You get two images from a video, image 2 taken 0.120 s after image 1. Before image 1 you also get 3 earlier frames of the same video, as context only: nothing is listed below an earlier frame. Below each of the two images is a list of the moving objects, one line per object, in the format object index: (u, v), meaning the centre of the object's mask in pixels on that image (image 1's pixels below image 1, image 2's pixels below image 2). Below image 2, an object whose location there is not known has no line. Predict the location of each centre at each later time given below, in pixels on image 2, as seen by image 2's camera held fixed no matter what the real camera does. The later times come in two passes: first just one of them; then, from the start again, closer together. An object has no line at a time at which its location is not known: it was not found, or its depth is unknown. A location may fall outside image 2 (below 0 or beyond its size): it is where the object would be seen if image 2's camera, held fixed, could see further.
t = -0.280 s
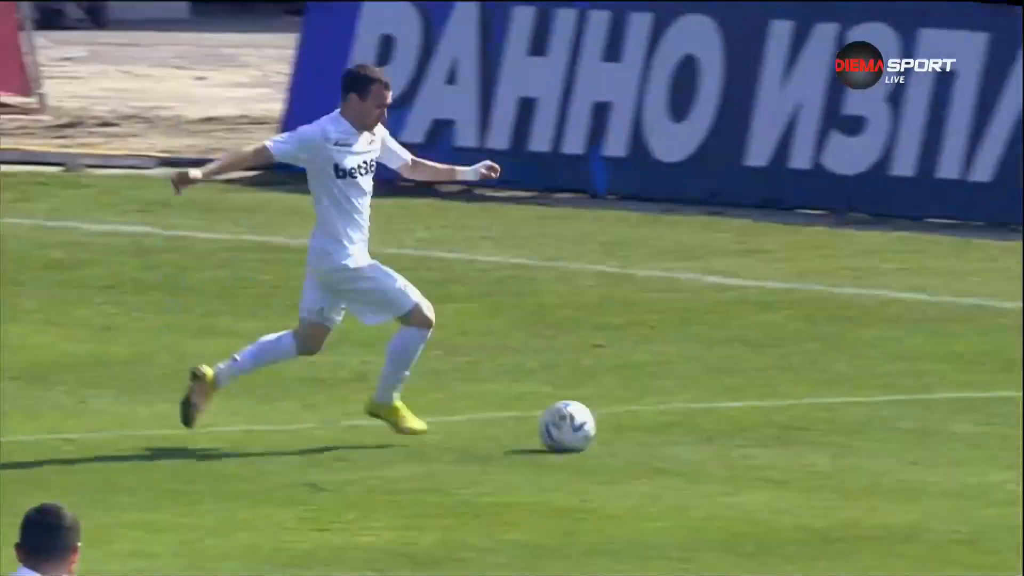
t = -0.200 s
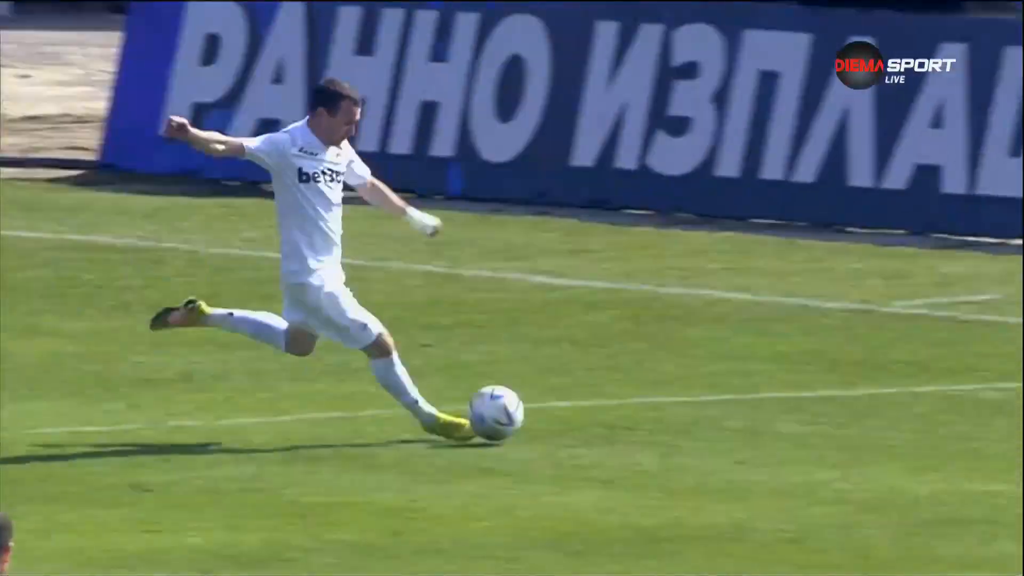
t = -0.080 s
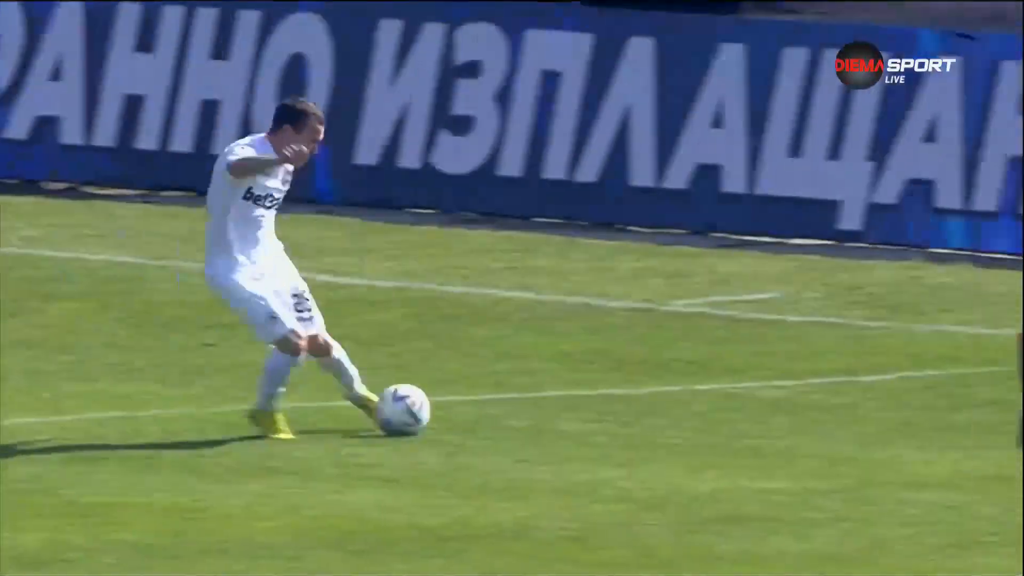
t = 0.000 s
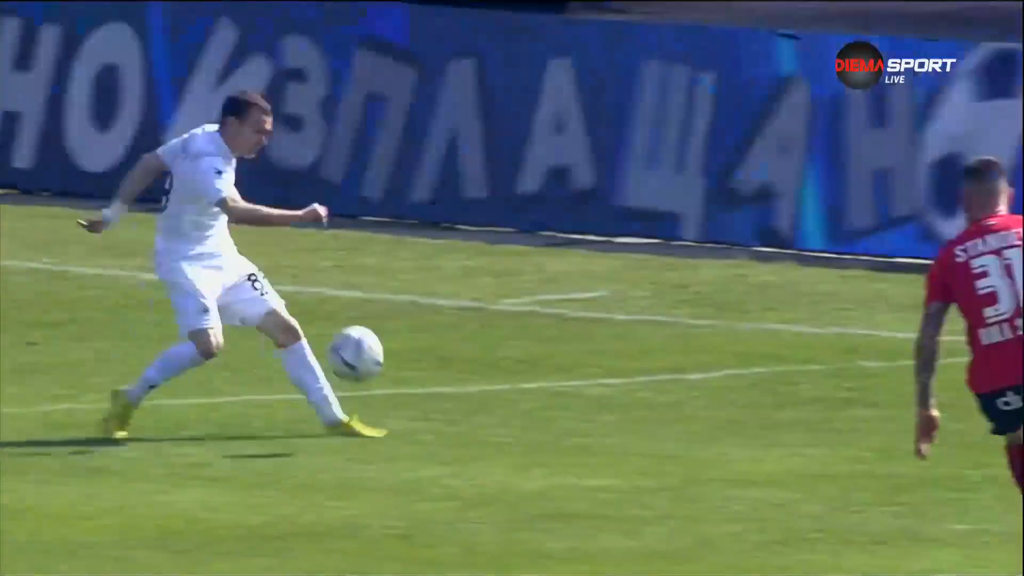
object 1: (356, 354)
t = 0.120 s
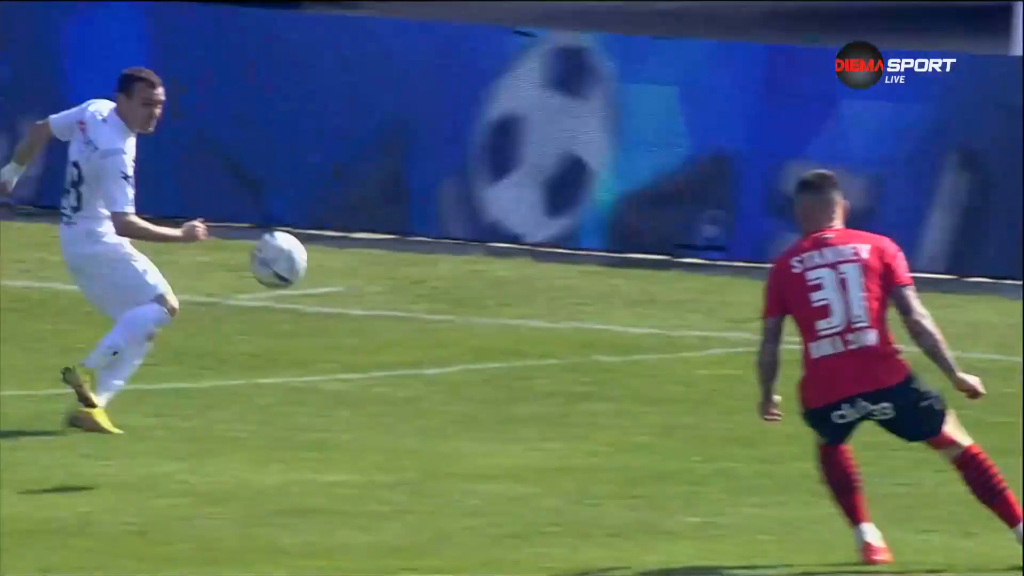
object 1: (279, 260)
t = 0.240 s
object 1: (457, 196)
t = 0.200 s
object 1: (398, 215)
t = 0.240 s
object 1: (457, 196)
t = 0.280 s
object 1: (513, 181)
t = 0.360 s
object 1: (596, 163)
